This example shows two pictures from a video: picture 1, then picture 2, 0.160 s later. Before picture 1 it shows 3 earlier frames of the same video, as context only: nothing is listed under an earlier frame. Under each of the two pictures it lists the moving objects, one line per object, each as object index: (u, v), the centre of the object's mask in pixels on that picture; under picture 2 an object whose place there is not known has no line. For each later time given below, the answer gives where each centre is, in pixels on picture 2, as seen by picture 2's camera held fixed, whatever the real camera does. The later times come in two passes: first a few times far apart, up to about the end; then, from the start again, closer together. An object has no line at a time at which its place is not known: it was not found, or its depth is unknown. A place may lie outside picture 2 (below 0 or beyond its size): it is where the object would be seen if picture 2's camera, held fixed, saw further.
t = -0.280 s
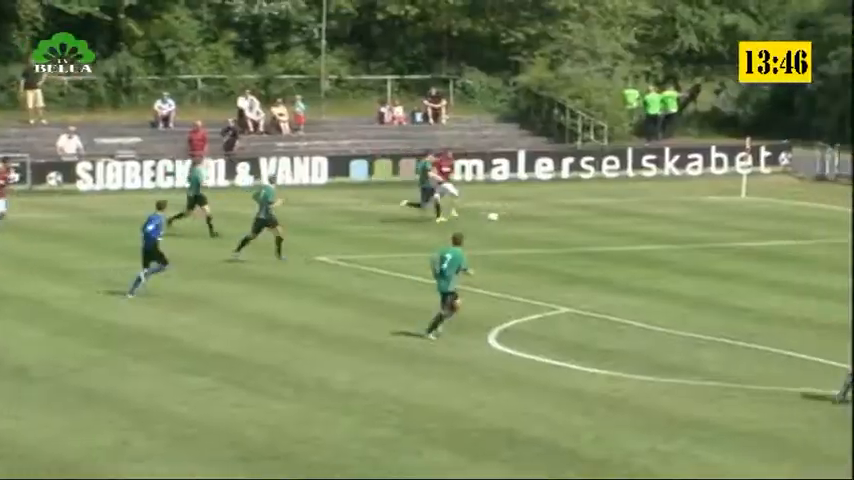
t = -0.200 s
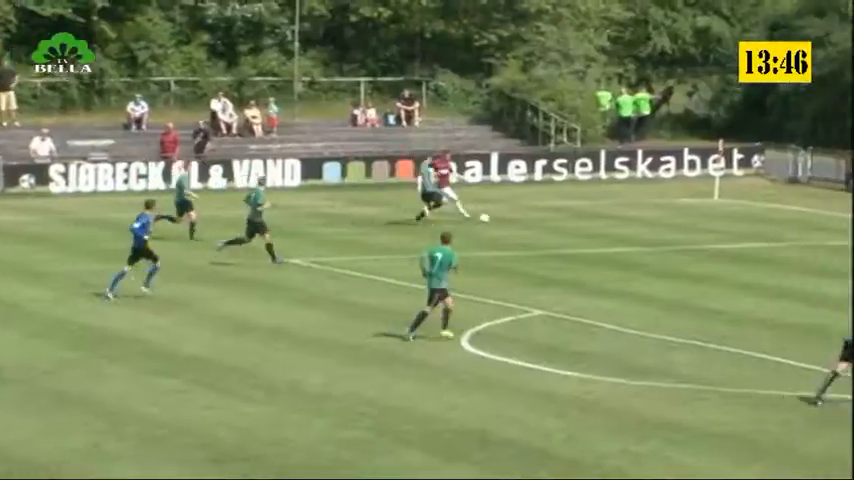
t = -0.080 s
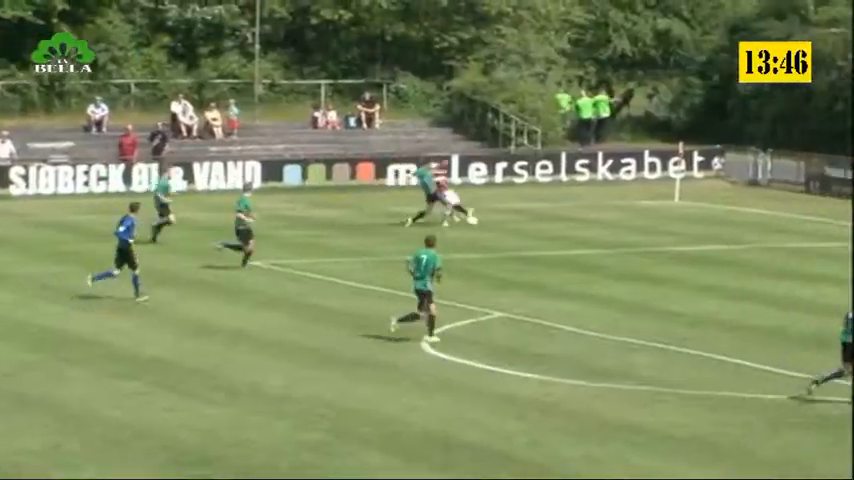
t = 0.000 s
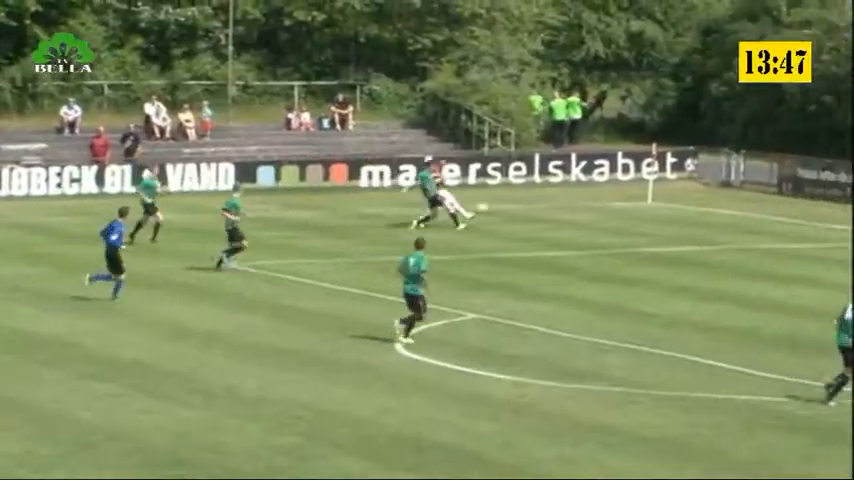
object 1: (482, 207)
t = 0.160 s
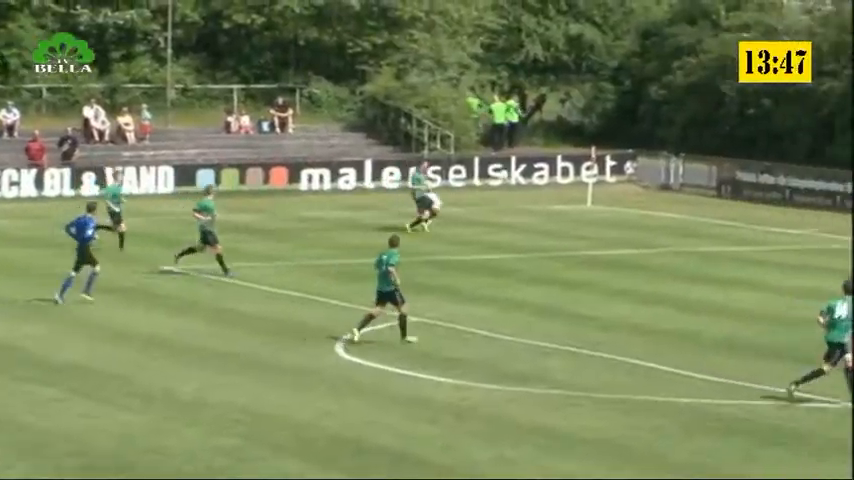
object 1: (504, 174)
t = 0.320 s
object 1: (575, 146)
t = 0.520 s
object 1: (659, 121)
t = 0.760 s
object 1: (752, 109)
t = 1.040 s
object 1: (845, 125)
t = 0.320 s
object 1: (575, 146)
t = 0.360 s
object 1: (593, 140)
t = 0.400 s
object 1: (610, 134)
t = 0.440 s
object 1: (626, 130)
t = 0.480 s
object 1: (643, 125)
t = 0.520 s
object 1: (659, 121)
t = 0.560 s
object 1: (675, 117)
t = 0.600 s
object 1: (691, 115)
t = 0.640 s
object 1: (707, 112)
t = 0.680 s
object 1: (722, 111)
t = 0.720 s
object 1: (737, 110)
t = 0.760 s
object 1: (752, 109)
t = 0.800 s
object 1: (766, 109)
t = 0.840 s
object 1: (780, 110)
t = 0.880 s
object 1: (794, 111)
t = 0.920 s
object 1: (807, 114)
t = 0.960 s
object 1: (820, 117)
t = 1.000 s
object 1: (832, 121)
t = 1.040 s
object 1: (845, 125)
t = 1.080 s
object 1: (858, 130)
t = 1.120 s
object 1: (869, 137)
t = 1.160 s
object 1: (881, 143)
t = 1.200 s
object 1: (892, 151)
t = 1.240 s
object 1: (902, 160)
